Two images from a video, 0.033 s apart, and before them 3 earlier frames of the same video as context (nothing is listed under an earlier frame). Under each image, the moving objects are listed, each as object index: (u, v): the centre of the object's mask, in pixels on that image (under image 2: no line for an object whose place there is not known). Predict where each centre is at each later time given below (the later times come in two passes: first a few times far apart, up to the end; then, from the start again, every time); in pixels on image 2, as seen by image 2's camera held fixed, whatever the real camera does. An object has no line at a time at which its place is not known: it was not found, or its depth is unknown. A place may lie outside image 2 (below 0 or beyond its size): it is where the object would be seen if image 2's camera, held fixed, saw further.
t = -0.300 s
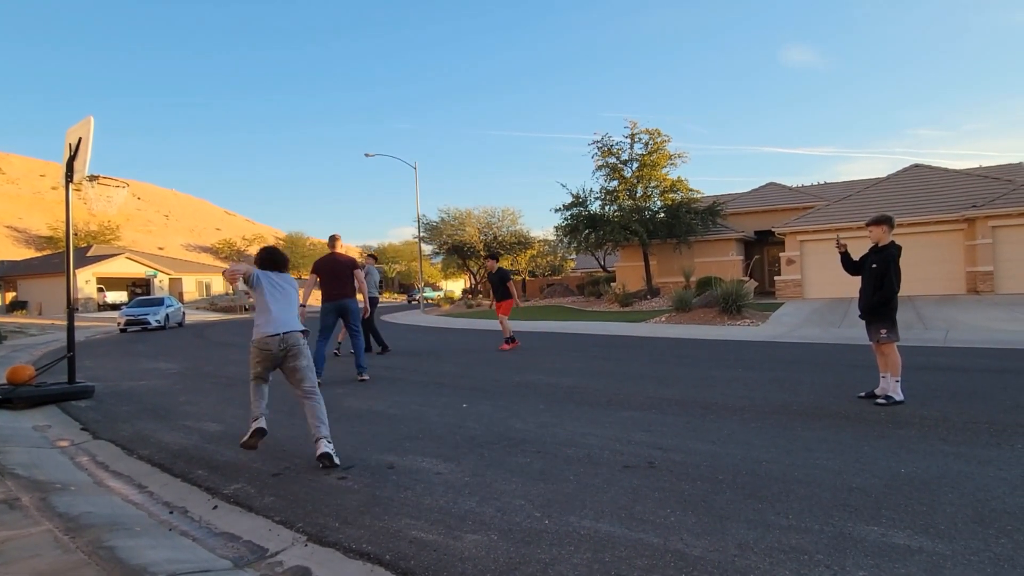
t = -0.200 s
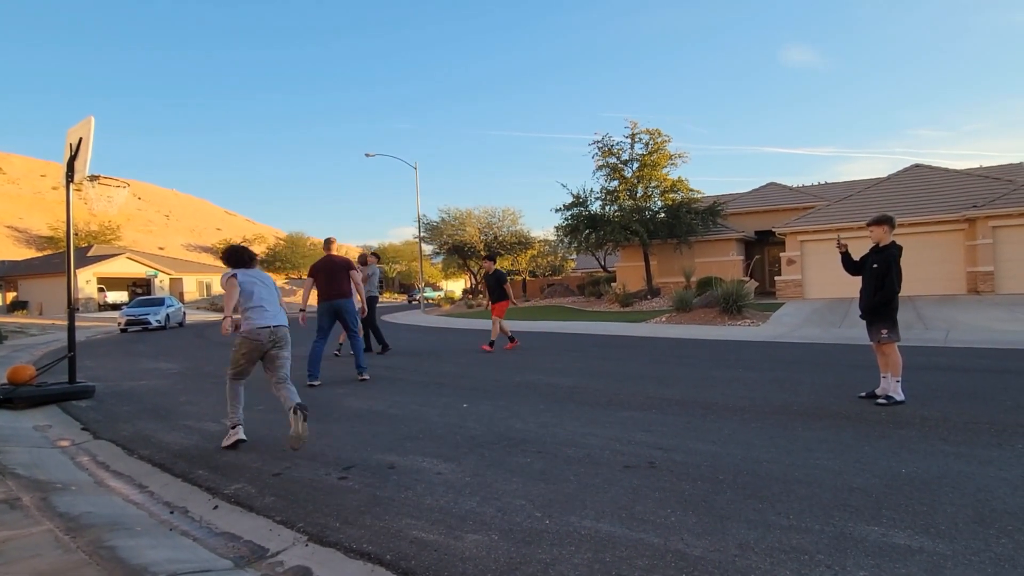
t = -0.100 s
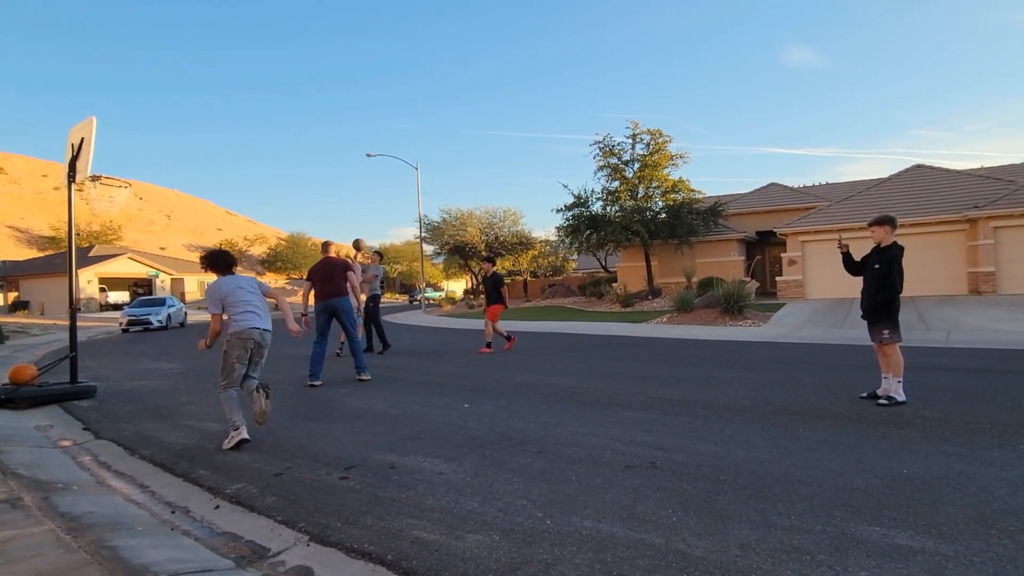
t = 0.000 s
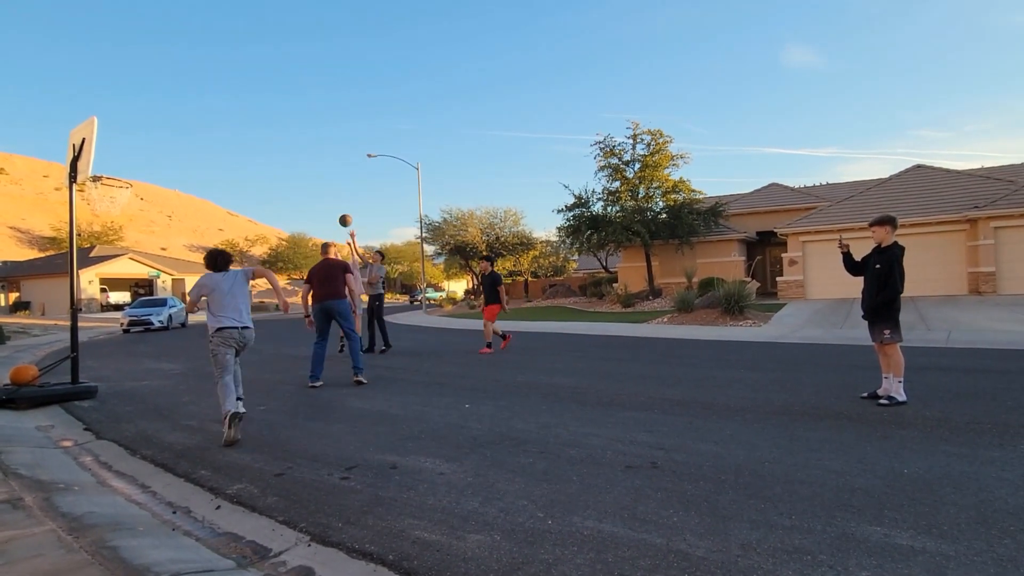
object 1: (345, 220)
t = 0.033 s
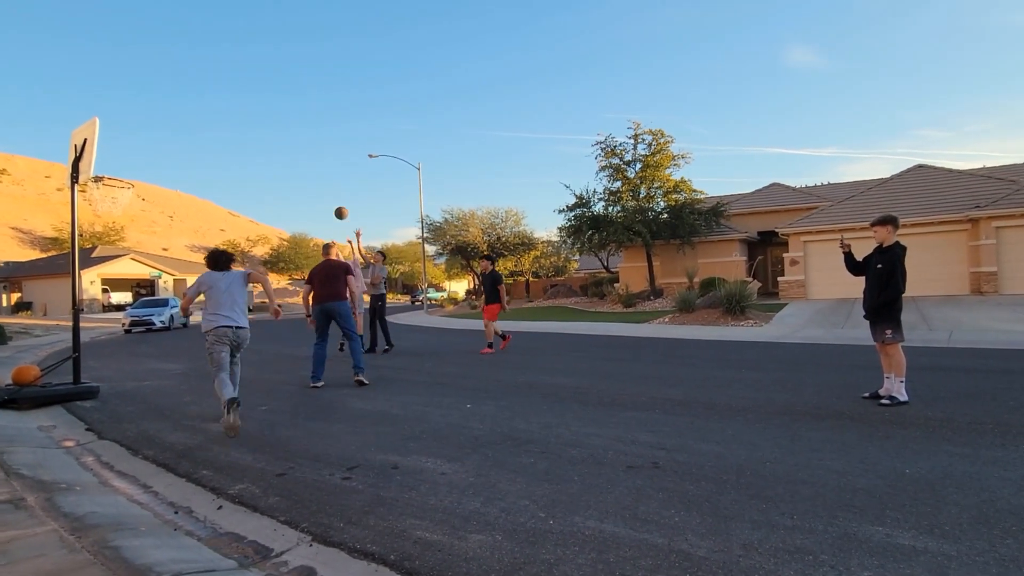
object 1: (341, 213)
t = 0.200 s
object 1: (311, 182)
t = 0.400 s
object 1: (273, 162)
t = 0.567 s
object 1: (236, 164)
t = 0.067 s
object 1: (336, 205)
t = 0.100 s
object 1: (329, 198)
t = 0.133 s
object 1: (324, 192)
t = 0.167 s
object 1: (318, 187)
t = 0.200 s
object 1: (311, 182)
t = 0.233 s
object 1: (305, 177)
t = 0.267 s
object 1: (299, 173)
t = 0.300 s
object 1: (293, 169)
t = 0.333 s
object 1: (286, 166)
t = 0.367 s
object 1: (279, 164)
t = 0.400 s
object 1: (273, 162)
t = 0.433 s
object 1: (266, 161)
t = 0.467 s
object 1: (259, 161)
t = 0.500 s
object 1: (251, 161)
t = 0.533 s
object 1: (244, 162)
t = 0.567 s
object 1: (236, 164)
